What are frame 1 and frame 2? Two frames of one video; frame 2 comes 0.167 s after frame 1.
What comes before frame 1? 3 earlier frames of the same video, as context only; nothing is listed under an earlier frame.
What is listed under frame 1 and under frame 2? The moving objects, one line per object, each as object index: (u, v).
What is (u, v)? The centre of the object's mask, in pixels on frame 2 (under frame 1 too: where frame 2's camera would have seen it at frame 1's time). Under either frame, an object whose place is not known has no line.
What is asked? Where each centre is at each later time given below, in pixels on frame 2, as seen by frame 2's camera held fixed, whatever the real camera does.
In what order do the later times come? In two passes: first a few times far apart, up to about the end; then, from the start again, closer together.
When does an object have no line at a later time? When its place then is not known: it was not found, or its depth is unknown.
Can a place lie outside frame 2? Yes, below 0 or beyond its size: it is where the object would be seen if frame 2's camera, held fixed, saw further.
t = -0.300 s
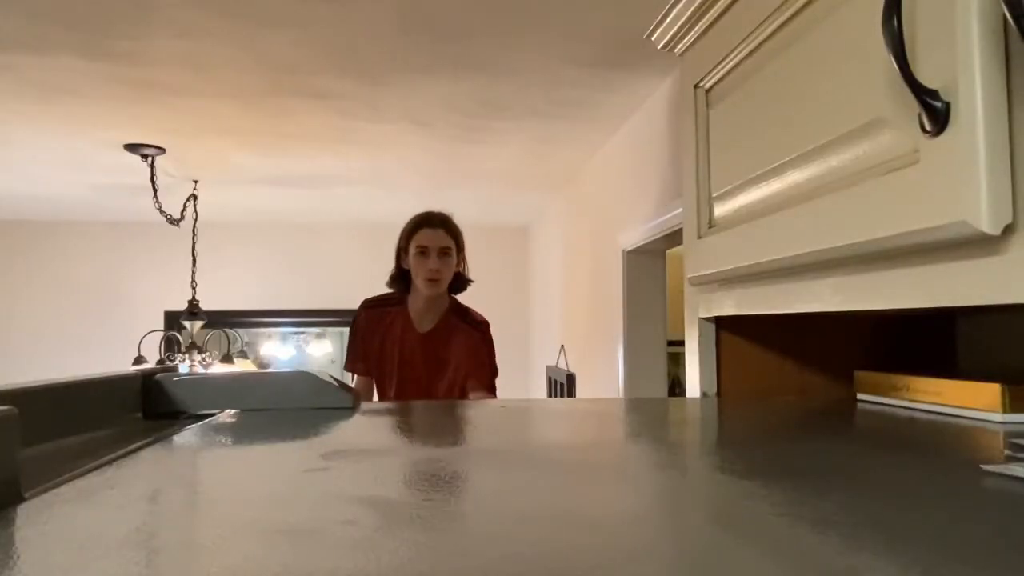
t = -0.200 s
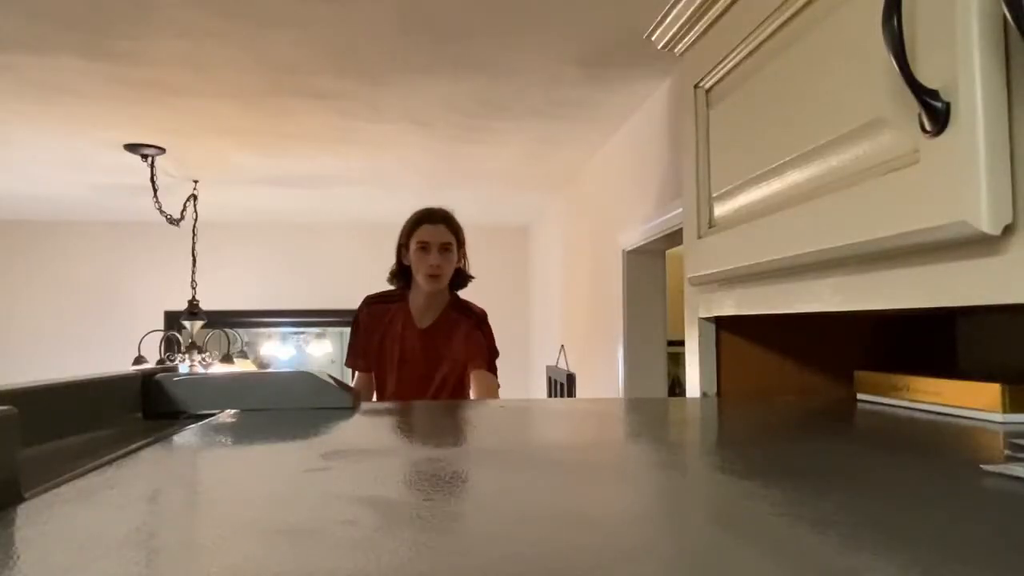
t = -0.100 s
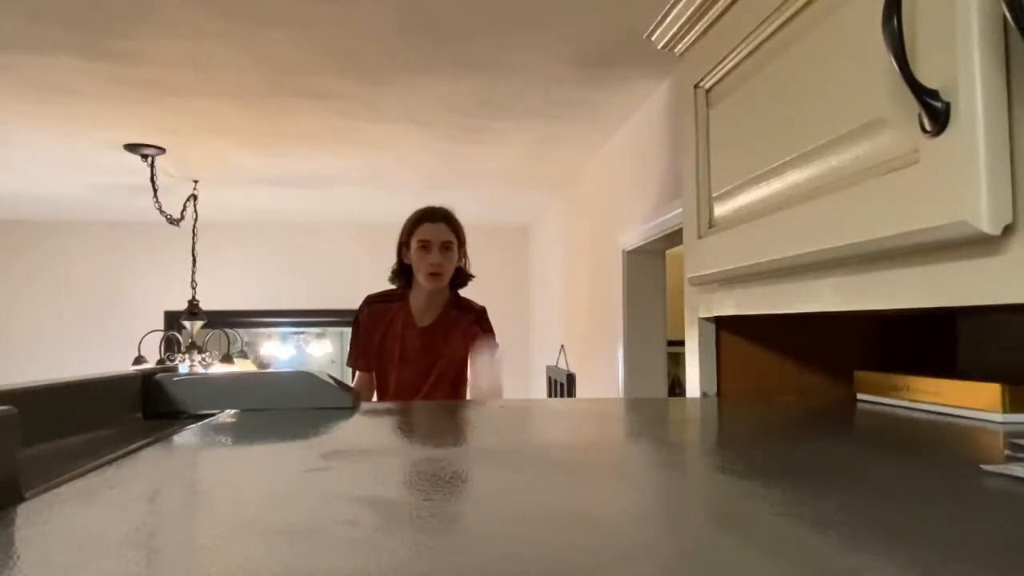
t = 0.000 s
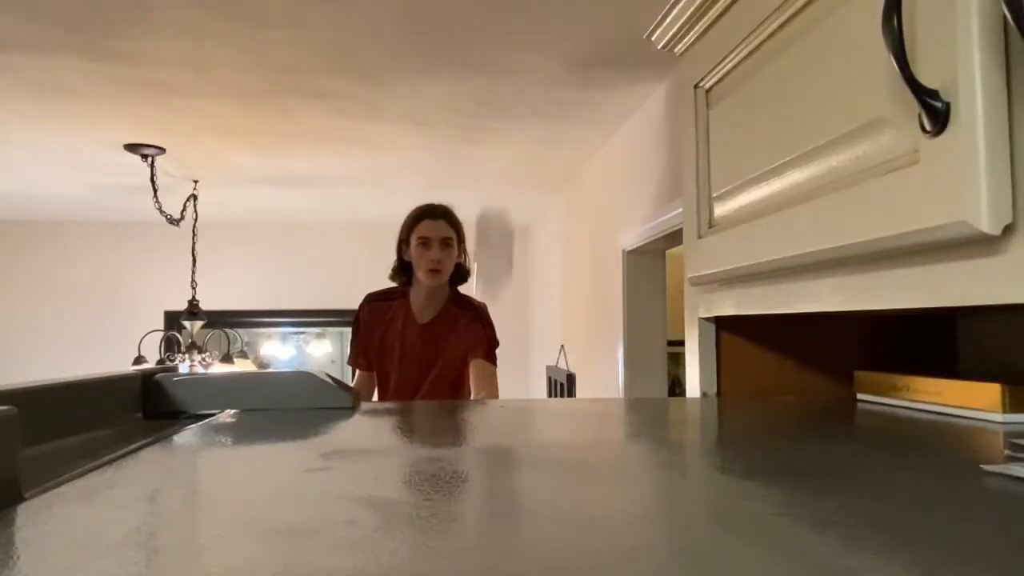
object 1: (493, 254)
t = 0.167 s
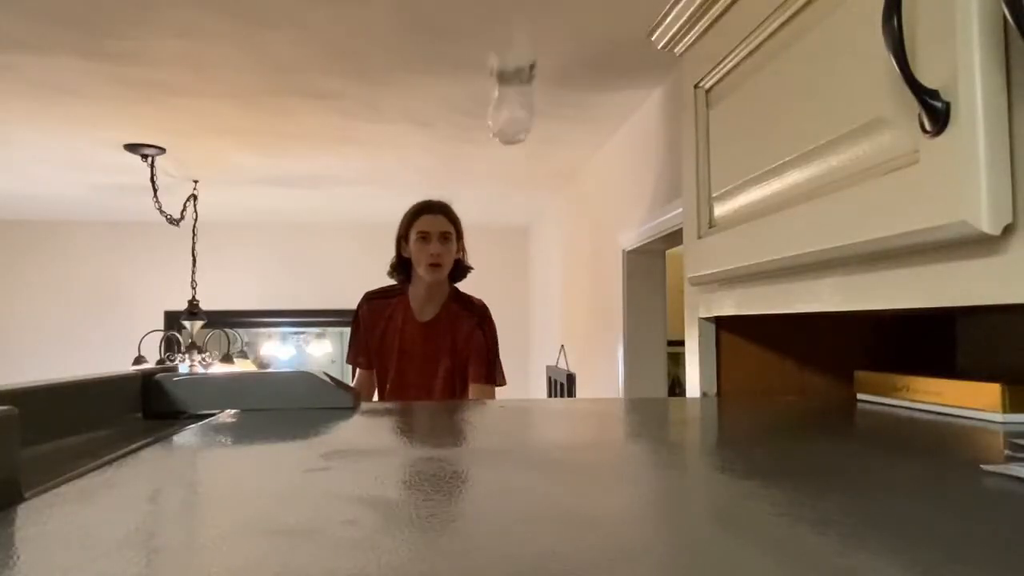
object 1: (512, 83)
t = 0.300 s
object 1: (529, 87)
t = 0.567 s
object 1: (567, 304)
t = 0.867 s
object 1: (567, 303)
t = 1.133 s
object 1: (567, 303)
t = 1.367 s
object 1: (567, 303)
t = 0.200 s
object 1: (515, 73)
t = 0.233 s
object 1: (519, 71)
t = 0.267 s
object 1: (524, 74)
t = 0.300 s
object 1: (529, 87)
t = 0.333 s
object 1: (536, 113)
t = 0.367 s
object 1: (541, 150)
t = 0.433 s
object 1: (554, 272)
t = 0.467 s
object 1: (562, 305)
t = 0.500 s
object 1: (565, 303)
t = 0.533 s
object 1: (567, 303)
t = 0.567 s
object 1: (567, 304)
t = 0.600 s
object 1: (569, 303)
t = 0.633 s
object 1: (567, 302)
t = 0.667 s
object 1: (567, 302)
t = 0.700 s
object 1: (567, 303)
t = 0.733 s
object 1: (567, 303)
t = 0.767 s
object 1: (567, 303)
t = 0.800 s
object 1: (567, 303)
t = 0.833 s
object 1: (567, 303)
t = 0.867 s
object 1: (567, 303)
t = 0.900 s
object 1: (567, 303)
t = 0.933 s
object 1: (567, 303)
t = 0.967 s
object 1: (567, 303)
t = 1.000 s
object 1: (567, 302)
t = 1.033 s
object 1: (567, 303)
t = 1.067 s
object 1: (567, 303)
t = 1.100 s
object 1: (567, 303)
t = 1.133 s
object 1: (567, 303)
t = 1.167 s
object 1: (567, 303)
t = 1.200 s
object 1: (567, 303)
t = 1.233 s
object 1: (567, 303)
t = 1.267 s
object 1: (567, 303)
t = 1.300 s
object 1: (567, 303)
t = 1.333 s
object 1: (567, 303)
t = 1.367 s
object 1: (567, 303)
